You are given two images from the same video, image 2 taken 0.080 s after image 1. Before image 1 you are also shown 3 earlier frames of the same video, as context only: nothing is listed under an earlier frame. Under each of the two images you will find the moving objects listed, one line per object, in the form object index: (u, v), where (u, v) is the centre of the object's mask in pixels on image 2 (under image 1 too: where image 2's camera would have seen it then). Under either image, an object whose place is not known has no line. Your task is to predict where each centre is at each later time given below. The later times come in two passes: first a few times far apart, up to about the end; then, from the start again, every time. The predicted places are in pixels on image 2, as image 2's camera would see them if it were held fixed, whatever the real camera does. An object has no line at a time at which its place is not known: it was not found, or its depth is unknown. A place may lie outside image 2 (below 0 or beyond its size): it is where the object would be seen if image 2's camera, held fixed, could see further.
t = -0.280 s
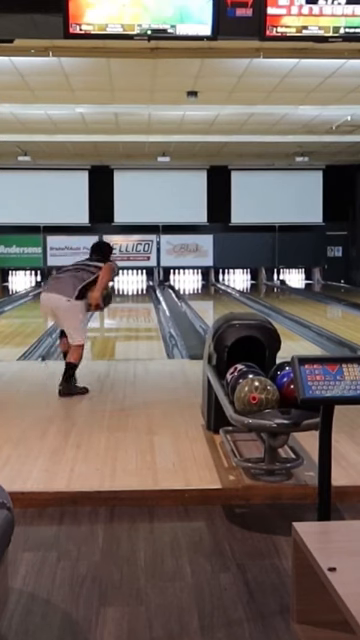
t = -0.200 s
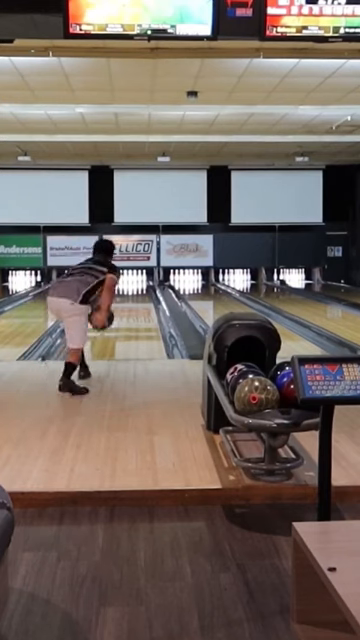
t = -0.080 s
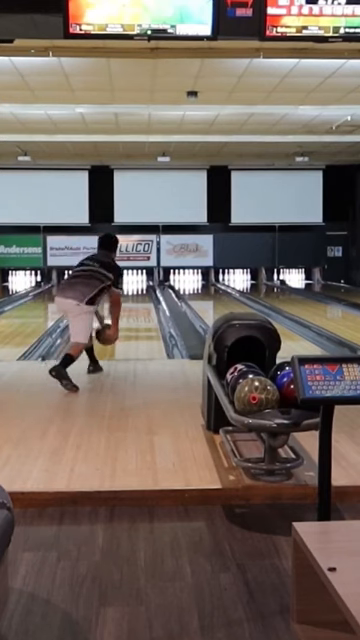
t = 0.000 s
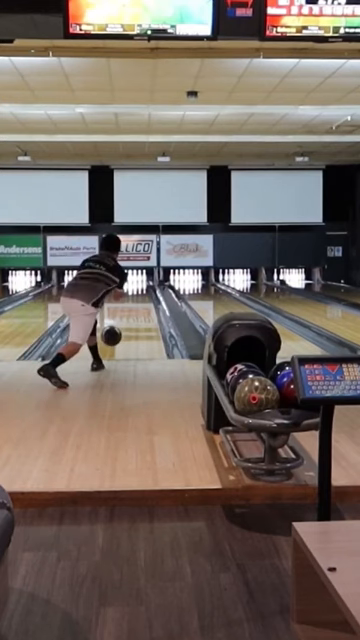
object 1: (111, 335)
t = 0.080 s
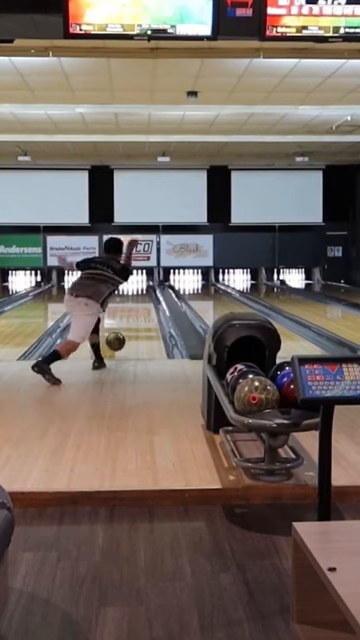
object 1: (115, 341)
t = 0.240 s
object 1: (122, 334)
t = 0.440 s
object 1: (128, 323)
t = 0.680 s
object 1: (134, 312)
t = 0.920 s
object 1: (138, 305)
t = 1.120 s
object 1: (141, 301)
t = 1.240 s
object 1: (143, 299)
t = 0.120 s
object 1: (117, 342)
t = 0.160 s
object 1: (119, 339)
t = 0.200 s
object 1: (121, 336)
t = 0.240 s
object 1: (122, 334)
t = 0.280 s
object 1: (124, 332)
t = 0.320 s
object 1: (125, 329)
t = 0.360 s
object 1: (126, 327)
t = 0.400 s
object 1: (127, 325)
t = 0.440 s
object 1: (128, 323)
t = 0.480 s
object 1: (130, 322)
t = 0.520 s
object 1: (131, 319)
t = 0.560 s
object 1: (132, 317)
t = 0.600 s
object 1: (132, 315)
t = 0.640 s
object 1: (134, 315)
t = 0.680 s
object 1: (134, 312)
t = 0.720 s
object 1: (135, 311)
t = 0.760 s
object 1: (136, 310)
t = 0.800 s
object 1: (136, 309)
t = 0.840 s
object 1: (137, 307)
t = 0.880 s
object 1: (138, 306)
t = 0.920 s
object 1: (138, 305)
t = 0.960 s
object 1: (139, 305)
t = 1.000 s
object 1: (140, 304)
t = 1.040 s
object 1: (141, 303)
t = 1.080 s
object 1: (141, 301)
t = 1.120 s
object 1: (141, 301)
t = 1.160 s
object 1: (142, 300)
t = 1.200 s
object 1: (143, 300)
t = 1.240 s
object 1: (143, 299)
